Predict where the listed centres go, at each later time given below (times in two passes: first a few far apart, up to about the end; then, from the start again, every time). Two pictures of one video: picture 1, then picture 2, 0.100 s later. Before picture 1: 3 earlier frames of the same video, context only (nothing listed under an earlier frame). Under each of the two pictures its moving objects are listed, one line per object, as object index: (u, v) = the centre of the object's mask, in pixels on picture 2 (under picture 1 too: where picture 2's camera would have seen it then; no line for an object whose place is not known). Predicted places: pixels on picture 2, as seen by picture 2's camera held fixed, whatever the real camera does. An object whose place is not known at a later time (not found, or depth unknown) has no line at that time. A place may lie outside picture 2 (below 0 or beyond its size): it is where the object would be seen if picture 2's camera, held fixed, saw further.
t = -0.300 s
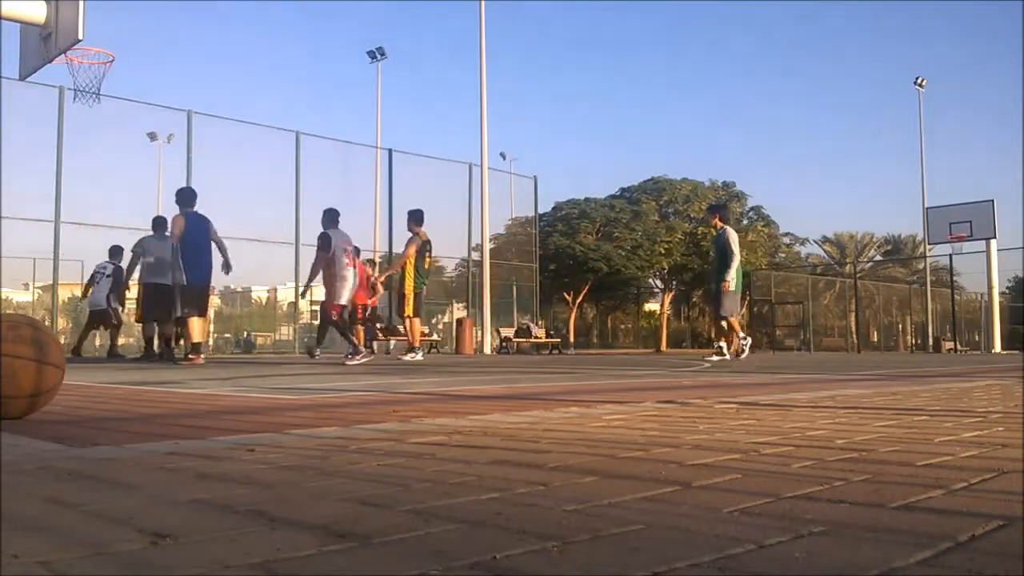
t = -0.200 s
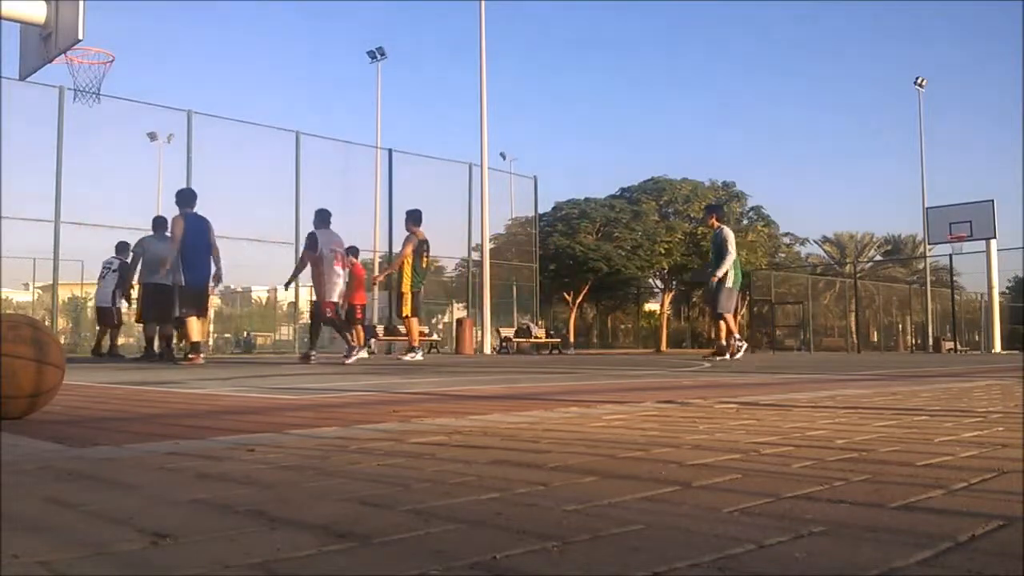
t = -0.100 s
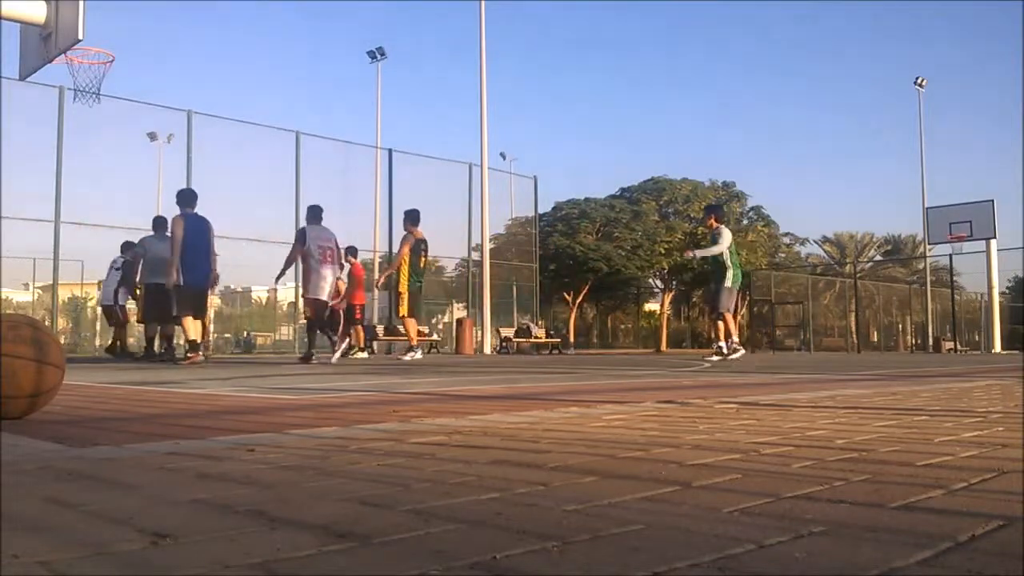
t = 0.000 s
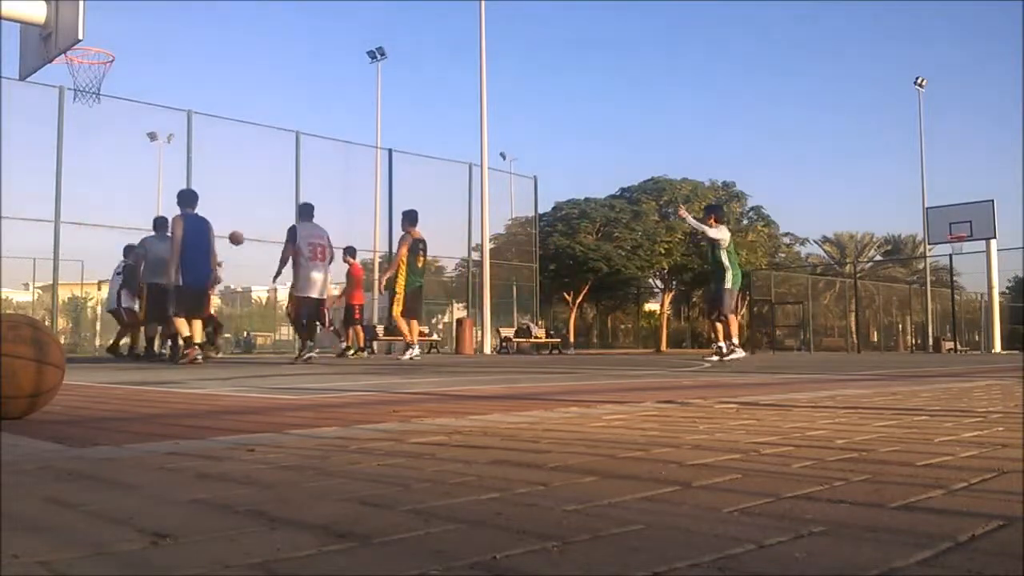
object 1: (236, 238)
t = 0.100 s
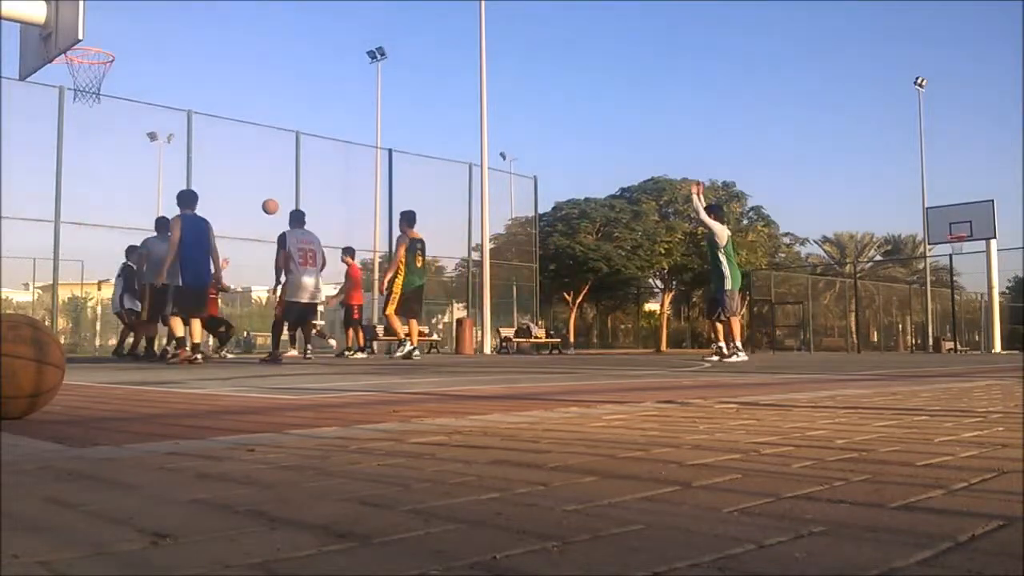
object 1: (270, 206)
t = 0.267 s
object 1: (330, 164)
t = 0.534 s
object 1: (437, 128)
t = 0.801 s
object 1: (567, 141)
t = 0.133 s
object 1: (281, 197)
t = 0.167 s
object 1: (293, 187)
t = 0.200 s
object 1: (305, 180)
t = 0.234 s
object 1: (317, 171)
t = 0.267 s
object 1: (330, 164)
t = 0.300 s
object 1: (342, 158)
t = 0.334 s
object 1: (353, 151)
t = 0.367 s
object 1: (367, 146)
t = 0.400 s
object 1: (382, 140)
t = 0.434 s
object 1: (395, 136)
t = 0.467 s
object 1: (409, 133)
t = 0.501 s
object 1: (423, 130)
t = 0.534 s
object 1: (437, 128)
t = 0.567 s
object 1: (452, 126)
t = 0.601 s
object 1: (467, 126)
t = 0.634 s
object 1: (482, 127)
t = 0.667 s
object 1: (498, 127)
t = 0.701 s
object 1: (515, 130)
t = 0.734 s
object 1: (532, 133)
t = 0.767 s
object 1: (550, 136)
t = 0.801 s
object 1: (567, 141)
